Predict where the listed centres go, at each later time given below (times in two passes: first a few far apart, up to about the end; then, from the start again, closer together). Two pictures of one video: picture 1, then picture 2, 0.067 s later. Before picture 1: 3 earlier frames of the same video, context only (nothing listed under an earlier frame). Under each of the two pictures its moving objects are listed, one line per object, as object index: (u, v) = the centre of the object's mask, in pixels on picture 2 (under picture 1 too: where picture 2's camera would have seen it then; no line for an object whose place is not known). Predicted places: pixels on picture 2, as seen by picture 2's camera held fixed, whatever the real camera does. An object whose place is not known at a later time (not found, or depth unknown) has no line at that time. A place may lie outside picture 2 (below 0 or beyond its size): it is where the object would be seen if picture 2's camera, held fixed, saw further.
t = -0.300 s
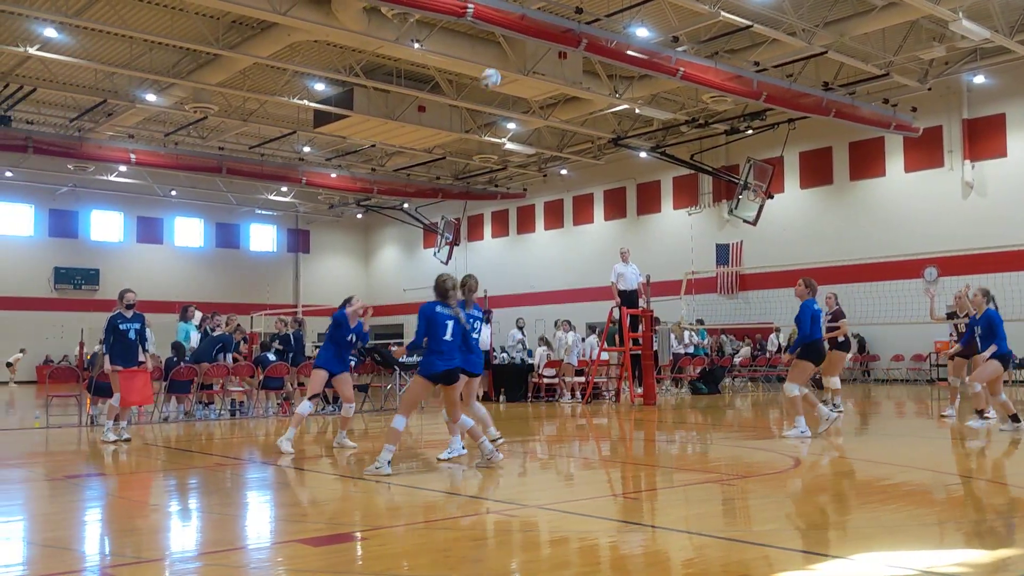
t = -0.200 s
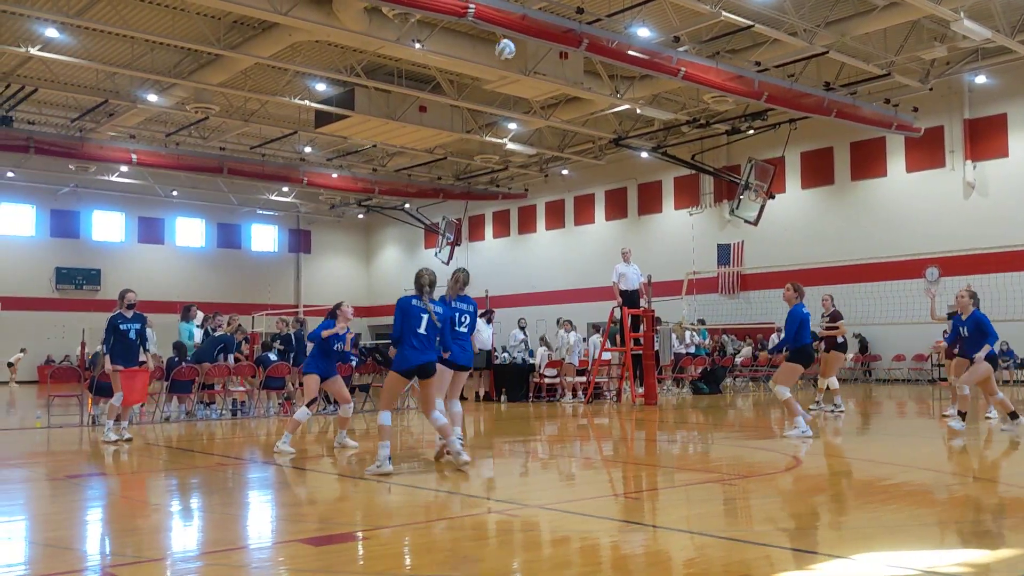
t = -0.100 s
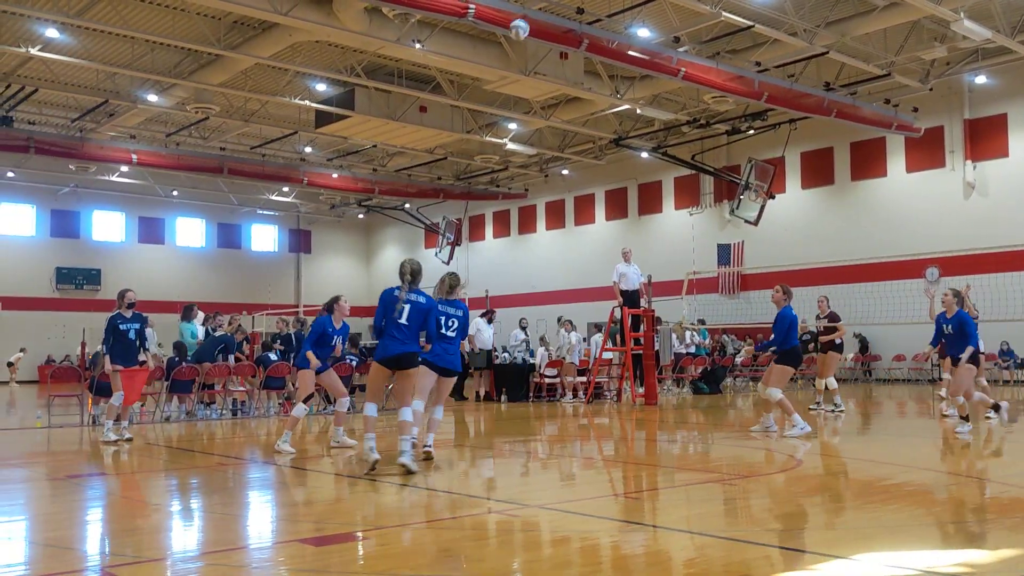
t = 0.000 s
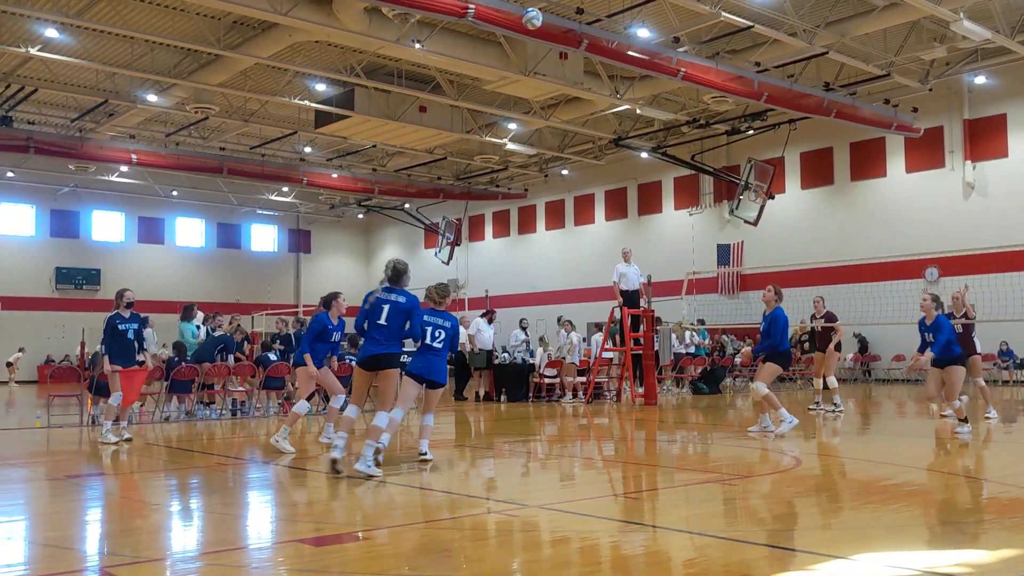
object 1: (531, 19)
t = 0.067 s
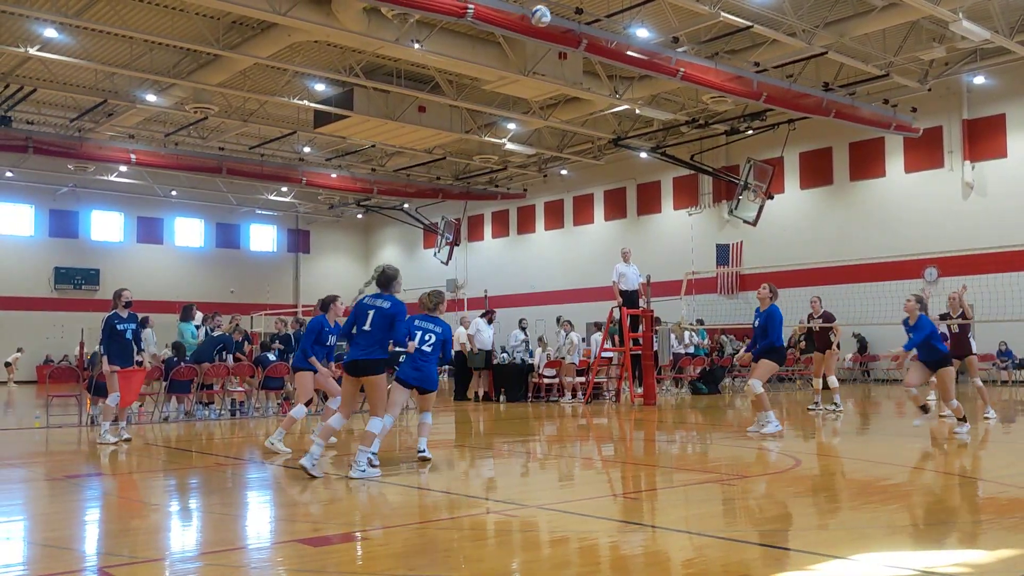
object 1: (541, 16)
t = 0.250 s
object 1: (565, 31)
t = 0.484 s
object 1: (598, 96)
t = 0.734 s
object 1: (632, 222)
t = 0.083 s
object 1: (543, 16)
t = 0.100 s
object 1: (545, 17)
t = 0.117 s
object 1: (547, 17)
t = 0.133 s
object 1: (550, 18)
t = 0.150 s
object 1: (552, 19)
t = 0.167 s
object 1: (554, 20)
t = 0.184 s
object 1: (556, 22)
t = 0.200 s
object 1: (559, 24)
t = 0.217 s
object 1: (561, 26)
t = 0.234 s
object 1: (563, 28)
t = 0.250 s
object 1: (565, 31)
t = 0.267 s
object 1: (568, 34)
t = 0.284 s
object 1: (570, 37)
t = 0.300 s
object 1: (572, 40)
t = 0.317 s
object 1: (575, 44)
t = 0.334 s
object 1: (577, 48)
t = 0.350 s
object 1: (579, 52)
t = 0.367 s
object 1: (582, 56)
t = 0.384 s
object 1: (584, 61)
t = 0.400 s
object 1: (587, 66)
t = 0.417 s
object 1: (589, 73)
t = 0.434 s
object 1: (591, 78)
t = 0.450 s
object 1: (593, 83)
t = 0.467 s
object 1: (595, 89)
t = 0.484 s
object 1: (598, 96)
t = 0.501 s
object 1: (600, 102)
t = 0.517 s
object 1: (603, 109)
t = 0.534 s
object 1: (605, 117)
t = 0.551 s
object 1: (607, 123)
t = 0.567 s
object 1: (609, 131)
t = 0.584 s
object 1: (612, 140)
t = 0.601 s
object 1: (614, 148)
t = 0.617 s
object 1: (616, 156)
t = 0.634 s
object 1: (618, 165)
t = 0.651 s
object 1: (621, 173)
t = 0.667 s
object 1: (623, 183)
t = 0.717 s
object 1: (630, 212)
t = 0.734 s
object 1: (632, 222)
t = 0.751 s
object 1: (635, 232)
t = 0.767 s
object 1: (637, 243)
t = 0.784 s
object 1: (639, 255)
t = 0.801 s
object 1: (642, 266)
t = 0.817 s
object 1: (645, 279)
